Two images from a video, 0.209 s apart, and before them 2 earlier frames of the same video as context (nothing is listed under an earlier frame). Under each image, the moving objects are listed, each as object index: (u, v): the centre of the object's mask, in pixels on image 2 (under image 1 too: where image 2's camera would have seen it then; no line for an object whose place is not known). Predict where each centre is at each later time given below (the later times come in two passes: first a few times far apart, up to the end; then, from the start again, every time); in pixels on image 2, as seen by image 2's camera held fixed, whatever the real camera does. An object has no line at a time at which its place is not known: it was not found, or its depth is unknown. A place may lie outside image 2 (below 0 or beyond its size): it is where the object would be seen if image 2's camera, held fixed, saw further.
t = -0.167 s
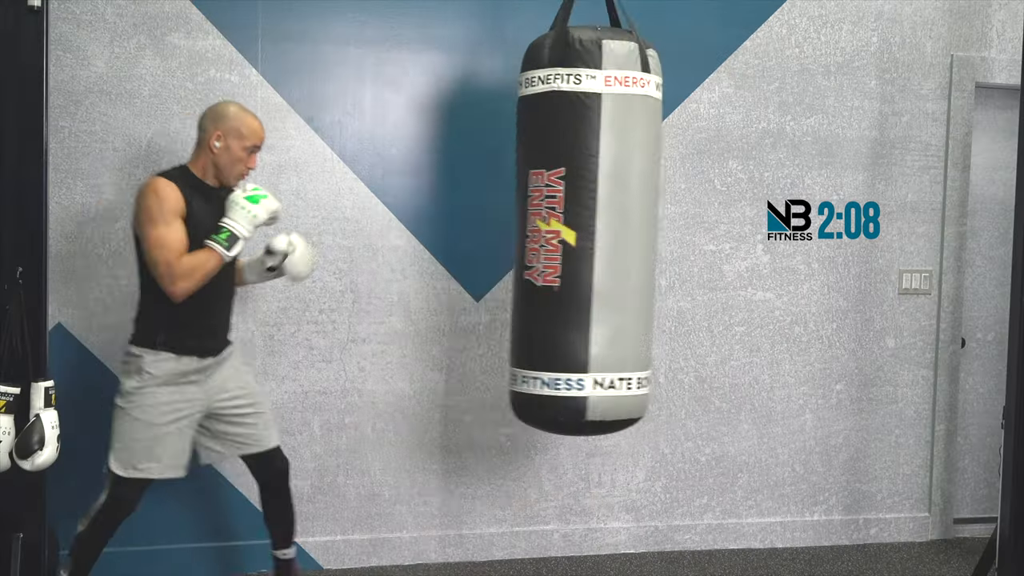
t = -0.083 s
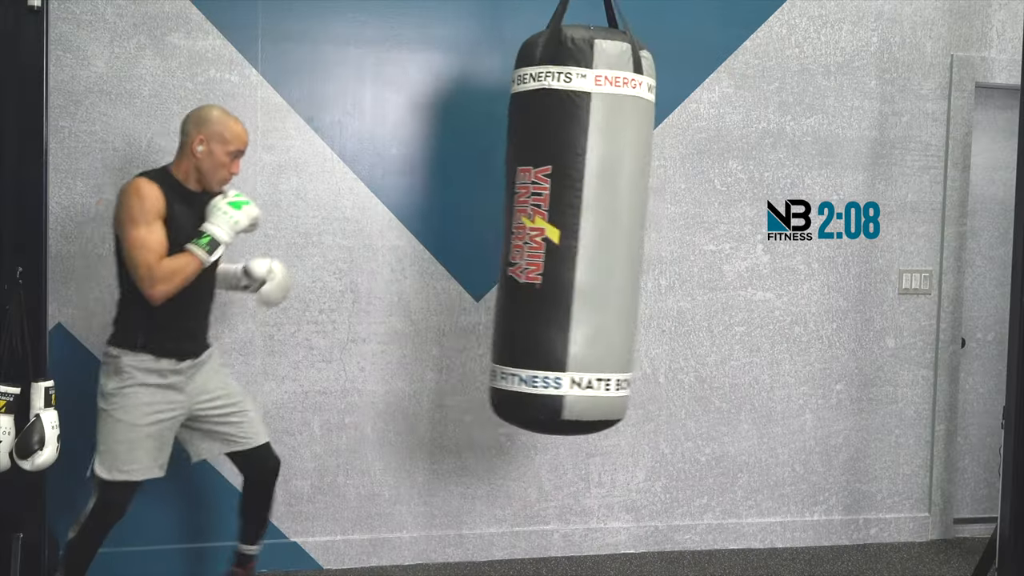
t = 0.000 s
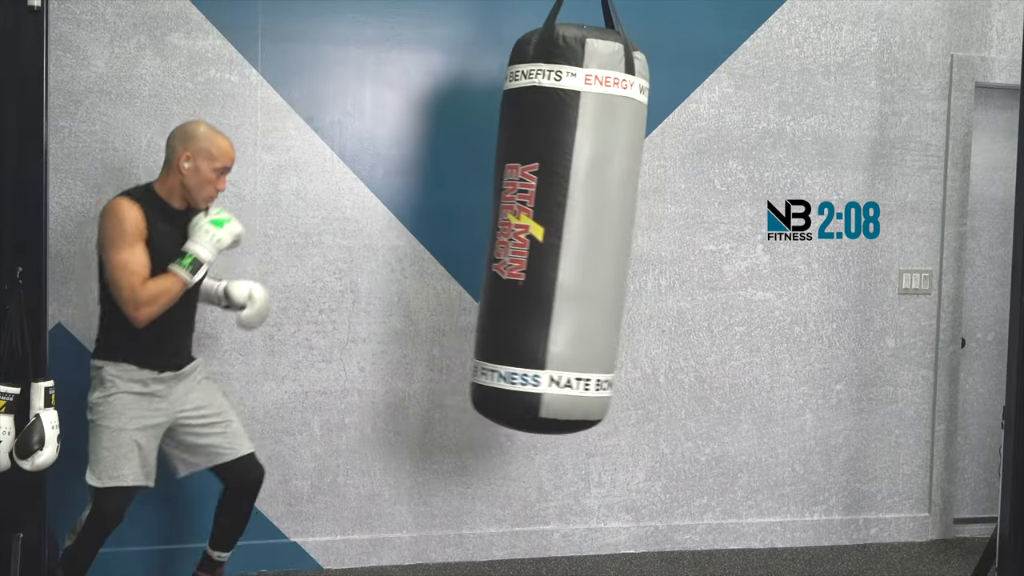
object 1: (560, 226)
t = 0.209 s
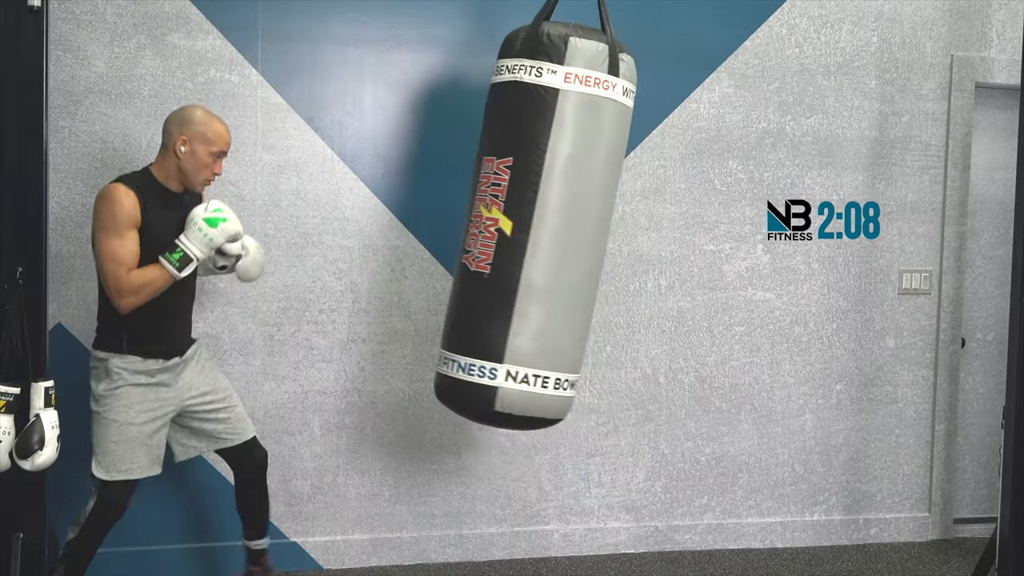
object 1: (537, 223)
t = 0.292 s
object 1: (531, 222)
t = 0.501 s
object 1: (530, 221)
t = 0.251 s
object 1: (533, 223)
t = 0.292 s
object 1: (531, 222)
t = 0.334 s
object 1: (529, 222)
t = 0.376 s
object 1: (529, 221)
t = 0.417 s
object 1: (529, 221)
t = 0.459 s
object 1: (529, 221)
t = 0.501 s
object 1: (530, 221)
